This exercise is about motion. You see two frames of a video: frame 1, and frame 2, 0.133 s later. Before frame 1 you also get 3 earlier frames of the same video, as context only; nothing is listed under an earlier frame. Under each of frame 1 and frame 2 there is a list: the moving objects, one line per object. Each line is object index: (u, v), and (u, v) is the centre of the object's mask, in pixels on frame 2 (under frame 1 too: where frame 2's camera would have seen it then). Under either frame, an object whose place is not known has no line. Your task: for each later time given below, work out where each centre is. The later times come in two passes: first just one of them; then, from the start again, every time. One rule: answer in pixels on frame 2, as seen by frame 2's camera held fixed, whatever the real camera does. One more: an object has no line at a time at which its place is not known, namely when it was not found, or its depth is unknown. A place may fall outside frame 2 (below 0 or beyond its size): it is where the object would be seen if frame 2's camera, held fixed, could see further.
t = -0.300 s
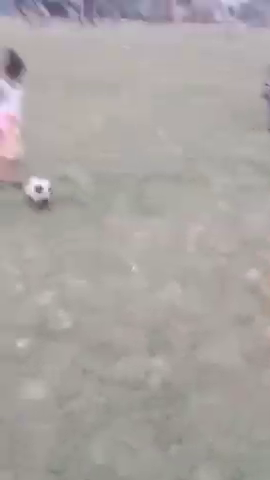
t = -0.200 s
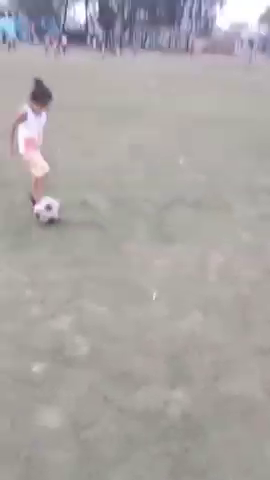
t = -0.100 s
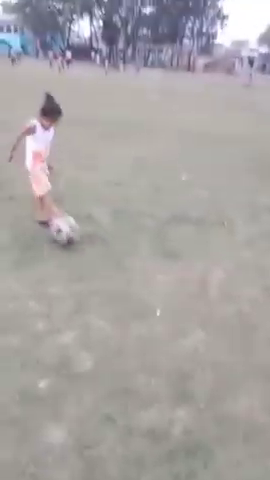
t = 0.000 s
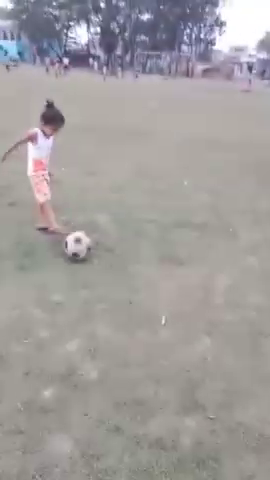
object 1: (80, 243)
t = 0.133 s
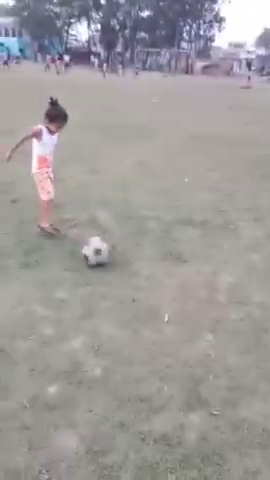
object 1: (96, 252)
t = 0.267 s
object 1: (112, 261)
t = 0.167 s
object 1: (100, 254)
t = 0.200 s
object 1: (104, 257)
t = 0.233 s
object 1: (107, 260)
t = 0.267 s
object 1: (112, 261)
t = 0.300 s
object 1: (117, 264)
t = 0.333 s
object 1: (121, 267)
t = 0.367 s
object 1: (125, 269)
